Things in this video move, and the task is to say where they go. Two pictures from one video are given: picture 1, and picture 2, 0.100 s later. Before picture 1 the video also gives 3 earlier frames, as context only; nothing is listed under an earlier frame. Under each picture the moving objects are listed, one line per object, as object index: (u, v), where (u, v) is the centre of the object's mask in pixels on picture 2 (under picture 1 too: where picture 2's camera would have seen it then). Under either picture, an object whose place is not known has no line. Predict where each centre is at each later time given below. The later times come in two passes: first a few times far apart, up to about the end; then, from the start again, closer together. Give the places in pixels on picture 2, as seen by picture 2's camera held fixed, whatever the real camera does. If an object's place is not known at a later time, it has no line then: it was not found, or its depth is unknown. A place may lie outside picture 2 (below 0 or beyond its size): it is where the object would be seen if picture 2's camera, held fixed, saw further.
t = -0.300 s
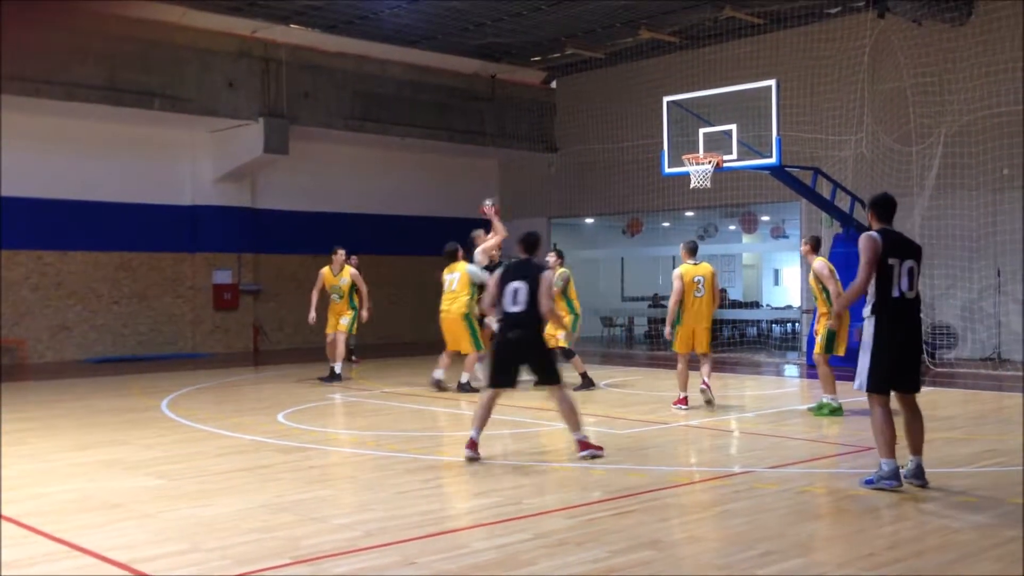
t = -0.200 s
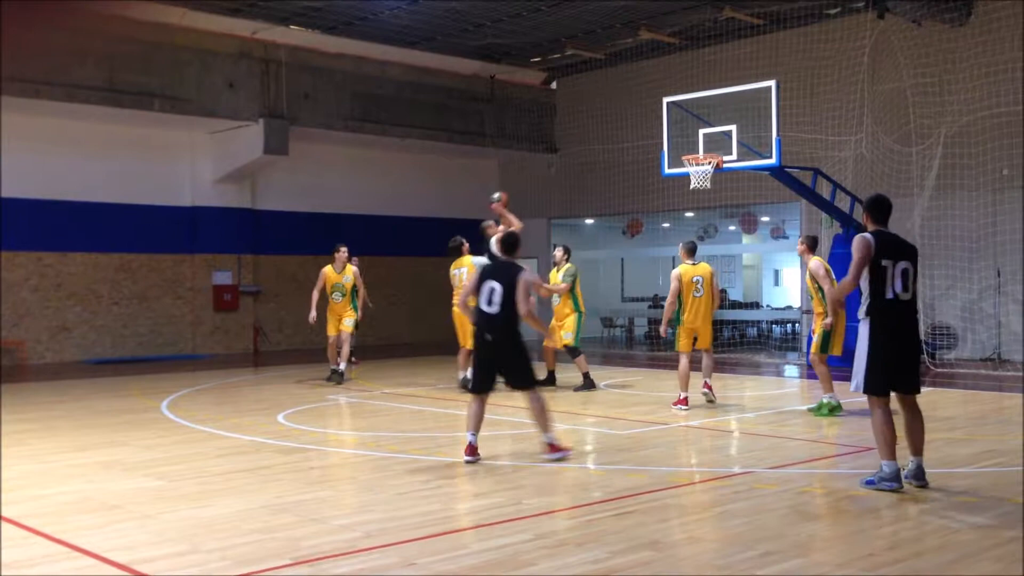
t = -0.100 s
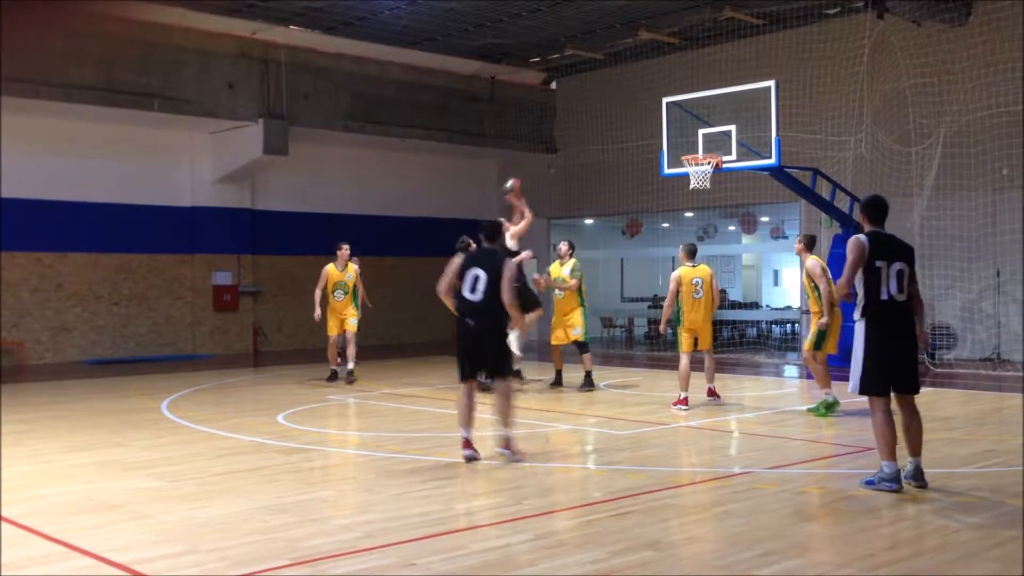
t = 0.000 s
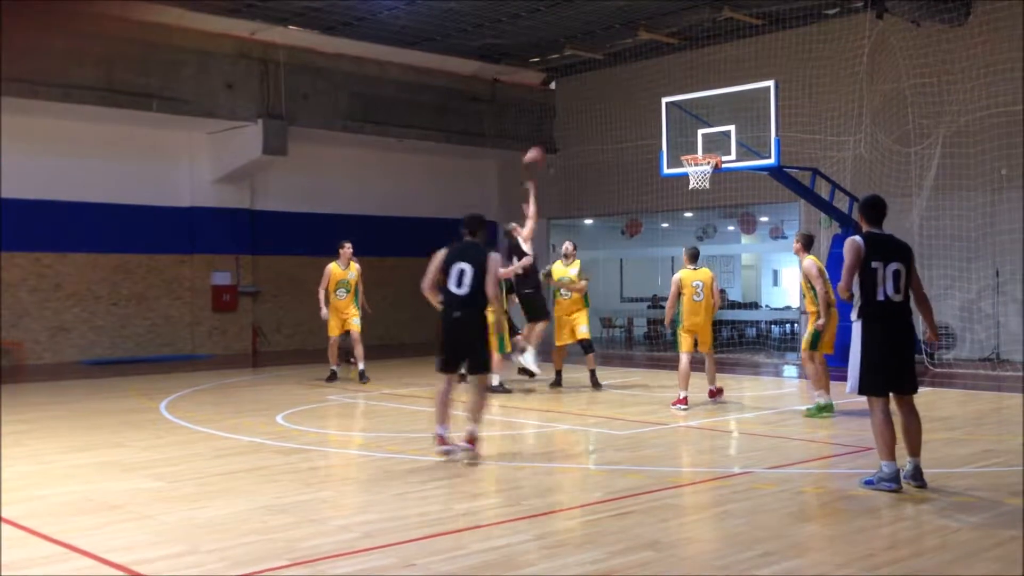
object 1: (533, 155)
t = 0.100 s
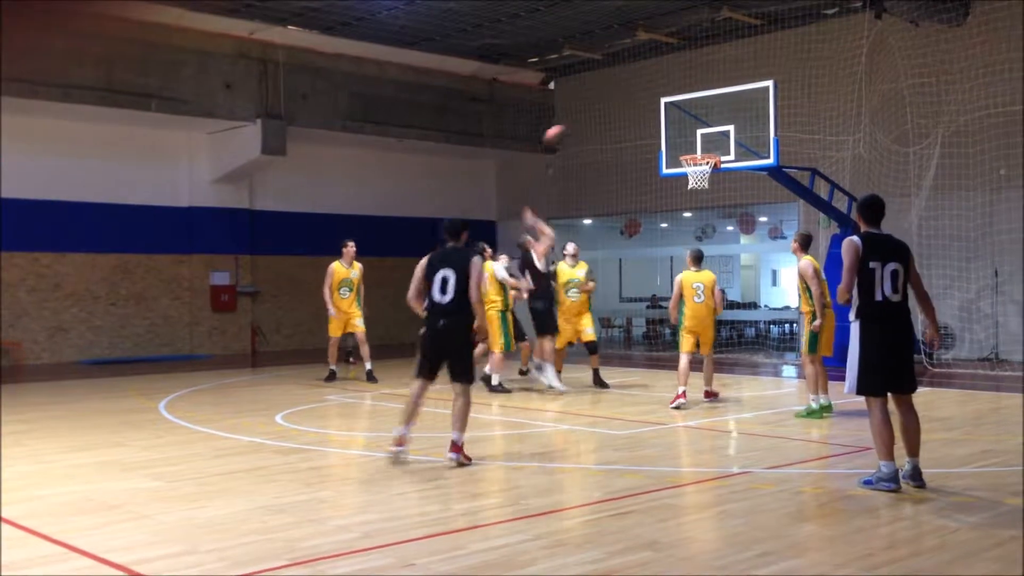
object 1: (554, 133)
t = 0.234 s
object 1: (584, 114)
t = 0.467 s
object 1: (639, 111)
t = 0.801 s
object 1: (712, 174)
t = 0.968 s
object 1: (720, 186)
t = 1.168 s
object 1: (729, 227)
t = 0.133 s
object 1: (561, 127)
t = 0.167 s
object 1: (569, 122)
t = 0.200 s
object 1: (576, 118)
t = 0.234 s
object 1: (584, 114)
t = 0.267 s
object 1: (592, 110)
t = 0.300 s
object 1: (600, 109)
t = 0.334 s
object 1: (607, 108)
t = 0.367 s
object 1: (615, 107)
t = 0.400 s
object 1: (622, 108)
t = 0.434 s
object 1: (631, 109)
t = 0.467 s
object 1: (639, 111)
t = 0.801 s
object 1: (712, 174)
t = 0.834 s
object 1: (716, 176)
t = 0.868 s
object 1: (718, 177)
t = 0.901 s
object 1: (718, 179)
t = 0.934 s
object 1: (719, 182)
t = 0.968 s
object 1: (720, 186)
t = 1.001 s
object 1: (721, 191)
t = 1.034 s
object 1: (723, 199)
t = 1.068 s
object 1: (723, 205)
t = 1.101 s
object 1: (726, 211)
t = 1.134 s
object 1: (727, 217)
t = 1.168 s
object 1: (729, 227)
